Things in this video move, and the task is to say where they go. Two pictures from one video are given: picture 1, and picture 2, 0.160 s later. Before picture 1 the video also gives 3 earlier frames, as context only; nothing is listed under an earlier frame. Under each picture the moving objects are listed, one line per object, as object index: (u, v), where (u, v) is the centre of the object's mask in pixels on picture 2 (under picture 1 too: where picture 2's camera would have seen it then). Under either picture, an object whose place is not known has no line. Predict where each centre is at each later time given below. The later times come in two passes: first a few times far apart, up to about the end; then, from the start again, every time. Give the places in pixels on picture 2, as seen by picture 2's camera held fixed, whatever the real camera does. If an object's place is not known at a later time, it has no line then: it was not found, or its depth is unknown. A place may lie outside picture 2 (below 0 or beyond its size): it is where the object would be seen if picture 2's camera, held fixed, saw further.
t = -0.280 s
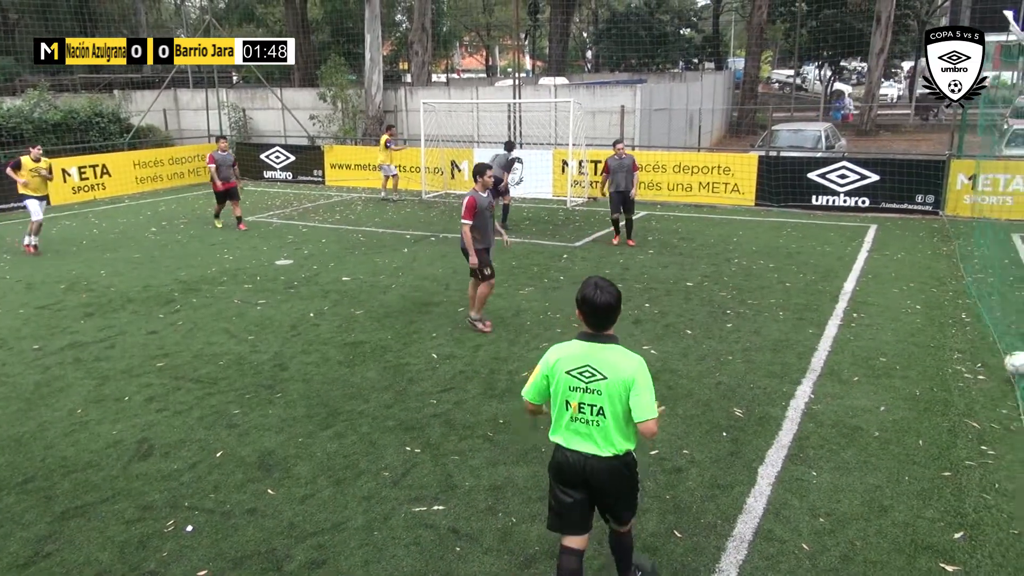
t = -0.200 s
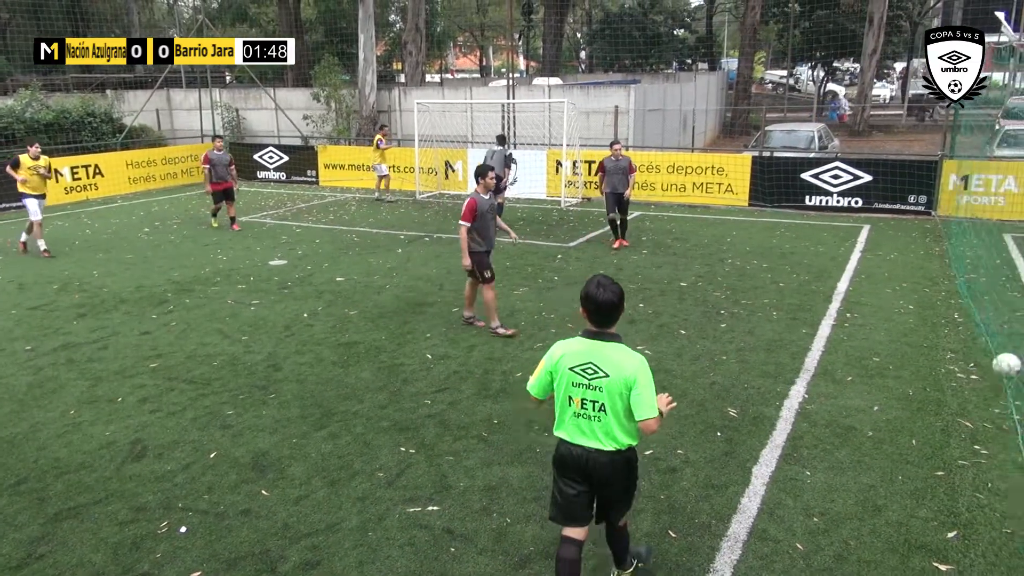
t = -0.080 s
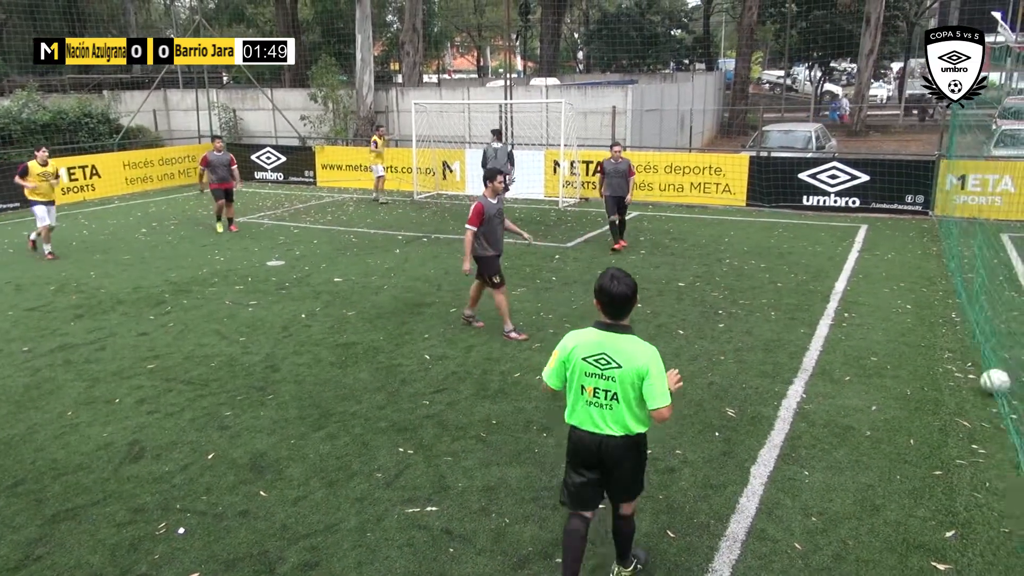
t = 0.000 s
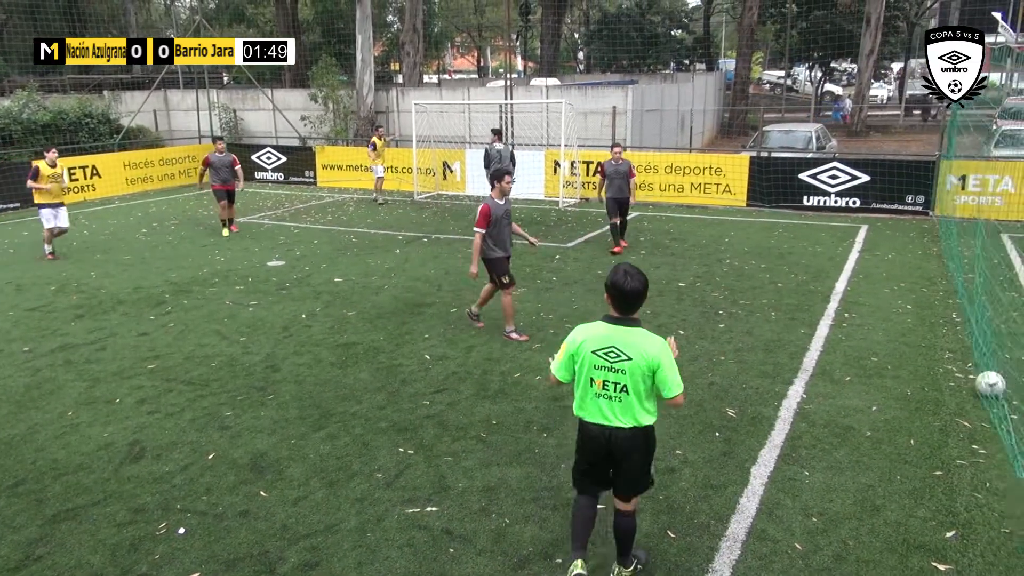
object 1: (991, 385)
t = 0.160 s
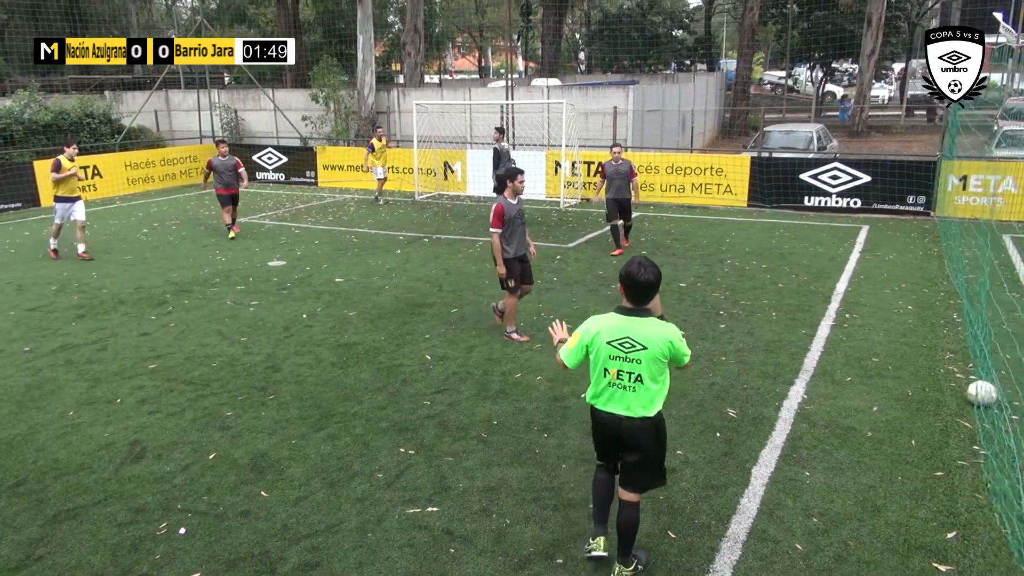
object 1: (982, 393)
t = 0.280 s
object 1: (974, 399)
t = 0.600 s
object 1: (954, 414)
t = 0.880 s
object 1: (940, 426)
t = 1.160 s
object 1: (926, 440)
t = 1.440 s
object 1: (911, 452)
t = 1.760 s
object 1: (894, 466)
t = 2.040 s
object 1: (879, 478)
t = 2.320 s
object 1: (865, 489)
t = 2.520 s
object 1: (854, 496)
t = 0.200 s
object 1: (978, 396)
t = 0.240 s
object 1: (976, 397)
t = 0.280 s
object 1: (974, 399)
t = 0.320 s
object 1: (971, 401)
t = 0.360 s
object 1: (969, 403)
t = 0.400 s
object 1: (966, 405)
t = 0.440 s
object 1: (964, 407)
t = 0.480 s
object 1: (962, 408)
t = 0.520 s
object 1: (959, 410)
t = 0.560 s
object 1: (957, 411)
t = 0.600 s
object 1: (954, 414)
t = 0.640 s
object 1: (952, 415)
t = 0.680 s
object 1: (950, 416)
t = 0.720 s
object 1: (948, 419)
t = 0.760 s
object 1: (946, 420)
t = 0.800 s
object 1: (944, 423)
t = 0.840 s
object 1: (942, 425)
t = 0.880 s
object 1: (940, 426)
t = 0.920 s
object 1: (938, 428)
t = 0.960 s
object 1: (936, 430)
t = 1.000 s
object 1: (933, 432)
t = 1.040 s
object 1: (932, 434)
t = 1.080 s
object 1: (930, 435)
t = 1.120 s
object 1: (928, 438)
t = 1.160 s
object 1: (926, 440)
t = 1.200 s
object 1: (923, 442)
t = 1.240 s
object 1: (922, 443)
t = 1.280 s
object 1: (920, 445)
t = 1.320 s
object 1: (917, 447)
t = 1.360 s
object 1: (916, 448)
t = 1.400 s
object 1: (913, 451)
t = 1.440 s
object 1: (911, 452)
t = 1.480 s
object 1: (910, 454)
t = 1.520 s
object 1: (907, 456)
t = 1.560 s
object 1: (905, 457)
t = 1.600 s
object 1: (903, 460)
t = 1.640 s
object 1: (901, 461)
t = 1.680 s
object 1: (899, 463)
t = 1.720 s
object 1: (896, 465)
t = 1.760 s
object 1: (894, 466)
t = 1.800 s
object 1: (892, 468)
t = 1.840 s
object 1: (890, 470)
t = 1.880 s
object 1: (888, 471)
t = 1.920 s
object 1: (885, 473)
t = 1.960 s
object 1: (883, 474)
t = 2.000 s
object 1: (881, 476)
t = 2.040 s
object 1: (879, 478)
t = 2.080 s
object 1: (877, 479)
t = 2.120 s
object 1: (875, 481)
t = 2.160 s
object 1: (874, 483)
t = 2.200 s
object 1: (871, 484)
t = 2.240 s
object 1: (870, 486)
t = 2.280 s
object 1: (868, 487)
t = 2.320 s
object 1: (865, 489)
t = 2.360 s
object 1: (864, 490)
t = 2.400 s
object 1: (861, 492)
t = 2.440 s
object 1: (859, 493)
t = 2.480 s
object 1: (857, 494)
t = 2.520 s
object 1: (854, 496)
